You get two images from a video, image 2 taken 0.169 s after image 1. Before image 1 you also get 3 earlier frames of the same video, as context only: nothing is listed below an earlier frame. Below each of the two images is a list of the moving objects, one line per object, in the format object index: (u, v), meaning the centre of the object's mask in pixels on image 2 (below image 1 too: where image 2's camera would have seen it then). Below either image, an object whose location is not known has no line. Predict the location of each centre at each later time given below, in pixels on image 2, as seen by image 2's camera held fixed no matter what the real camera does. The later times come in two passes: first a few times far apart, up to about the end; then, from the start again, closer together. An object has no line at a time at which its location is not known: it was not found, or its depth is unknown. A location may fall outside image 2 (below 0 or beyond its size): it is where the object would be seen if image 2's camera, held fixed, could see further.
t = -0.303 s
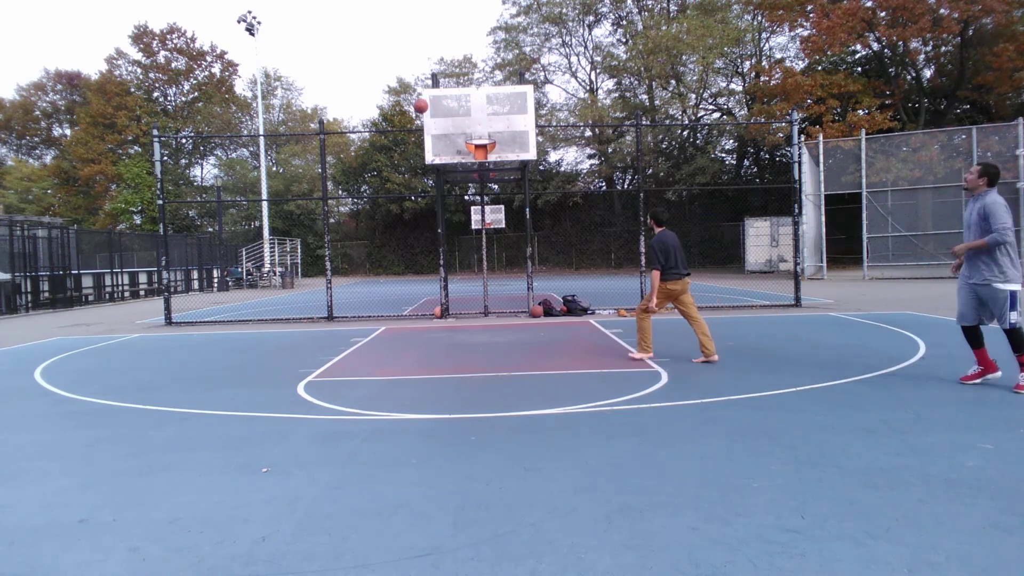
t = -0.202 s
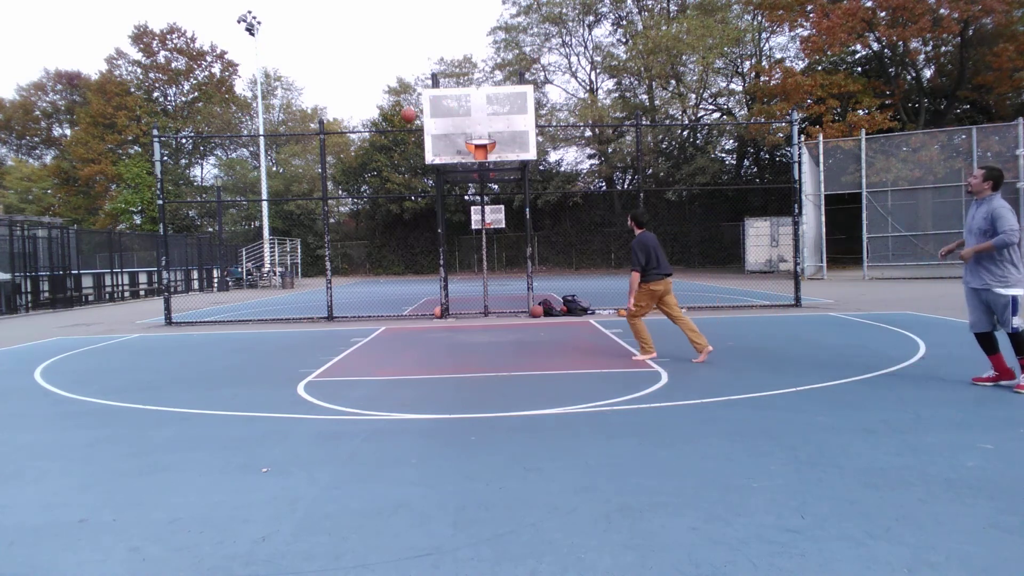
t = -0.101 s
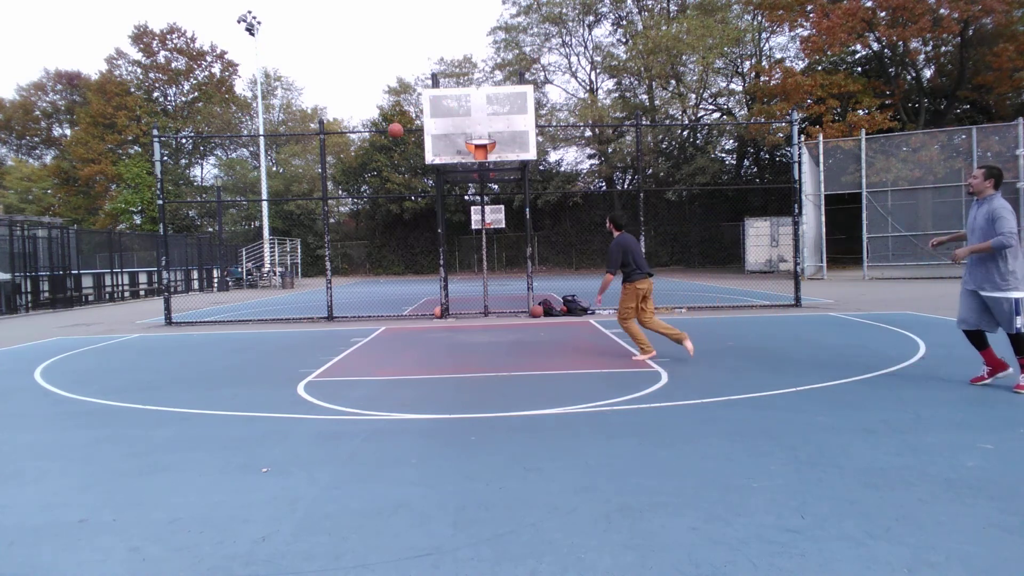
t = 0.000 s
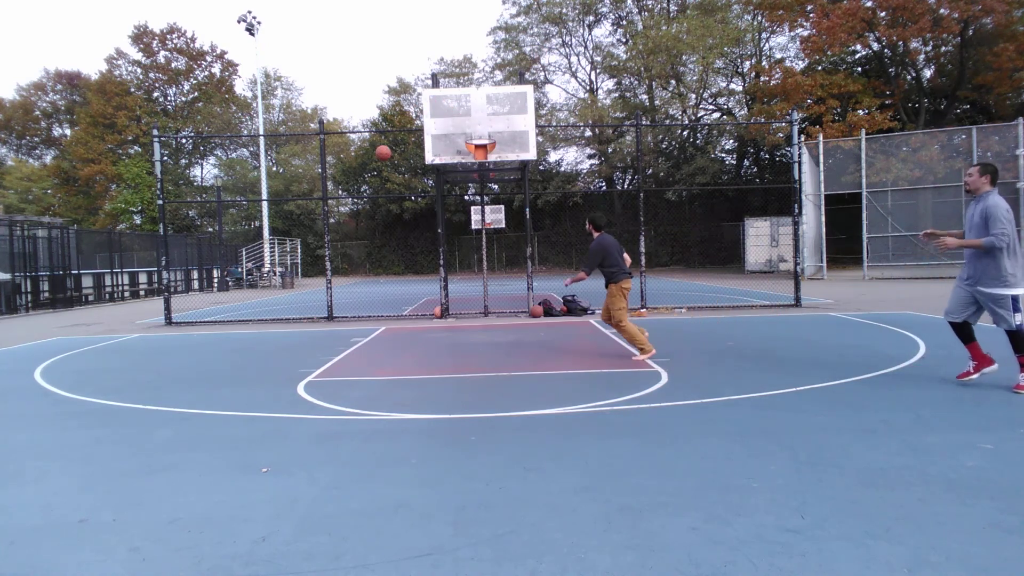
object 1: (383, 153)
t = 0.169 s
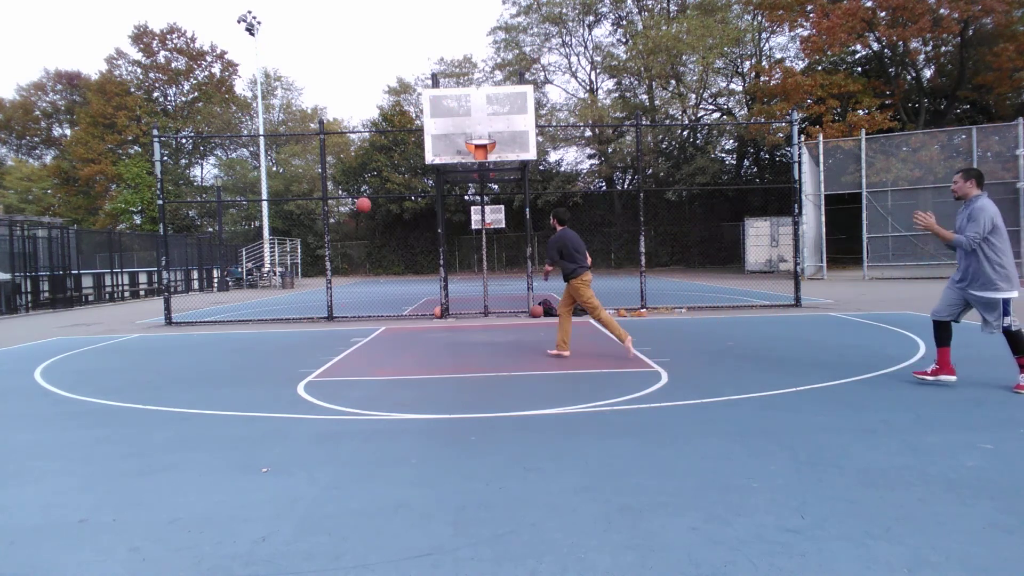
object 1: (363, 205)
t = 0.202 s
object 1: (359, 217)
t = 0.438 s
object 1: (334, 328)
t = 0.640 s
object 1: (307, 268)
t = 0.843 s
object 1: (279, 223)
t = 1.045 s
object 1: (252, 204)
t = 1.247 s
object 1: (226, 212)
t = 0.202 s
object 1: (359, 217)
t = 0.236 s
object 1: (356, 231)
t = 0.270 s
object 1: (352, 245)
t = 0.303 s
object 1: (348, 261)
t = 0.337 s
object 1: (345, 276)
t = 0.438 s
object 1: (334, 328)
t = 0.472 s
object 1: (330, 324)
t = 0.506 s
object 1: (325, 312)
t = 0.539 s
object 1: (320, 300)
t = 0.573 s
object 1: (316, 288)
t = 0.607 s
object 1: (311, 277)
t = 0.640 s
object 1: (307, 268)
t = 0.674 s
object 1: (302, 258)
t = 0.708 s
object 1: (297, 250)
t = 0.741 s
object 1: (293, 242)
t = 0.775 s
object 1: (288, 235)
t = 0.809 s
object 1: (283, 229)
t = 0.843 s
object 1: (279, 223)
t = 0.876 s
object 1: (274, 218)
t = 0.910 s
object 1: (270, 214)
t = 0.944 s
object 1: (265, 211)
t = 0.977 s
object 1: (261, 208)
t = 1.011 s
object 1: (256, 206)
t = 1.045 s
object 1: (252, 204)
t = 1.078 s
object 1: (247, 204)
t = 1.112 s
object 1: (243, 204)
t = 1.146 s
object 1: (239, 204)
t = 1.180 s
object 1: (235, 206)
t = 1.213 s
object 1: (230, 209)
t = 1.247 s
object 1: (226, 212)
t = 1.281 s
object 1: (222, 215)
